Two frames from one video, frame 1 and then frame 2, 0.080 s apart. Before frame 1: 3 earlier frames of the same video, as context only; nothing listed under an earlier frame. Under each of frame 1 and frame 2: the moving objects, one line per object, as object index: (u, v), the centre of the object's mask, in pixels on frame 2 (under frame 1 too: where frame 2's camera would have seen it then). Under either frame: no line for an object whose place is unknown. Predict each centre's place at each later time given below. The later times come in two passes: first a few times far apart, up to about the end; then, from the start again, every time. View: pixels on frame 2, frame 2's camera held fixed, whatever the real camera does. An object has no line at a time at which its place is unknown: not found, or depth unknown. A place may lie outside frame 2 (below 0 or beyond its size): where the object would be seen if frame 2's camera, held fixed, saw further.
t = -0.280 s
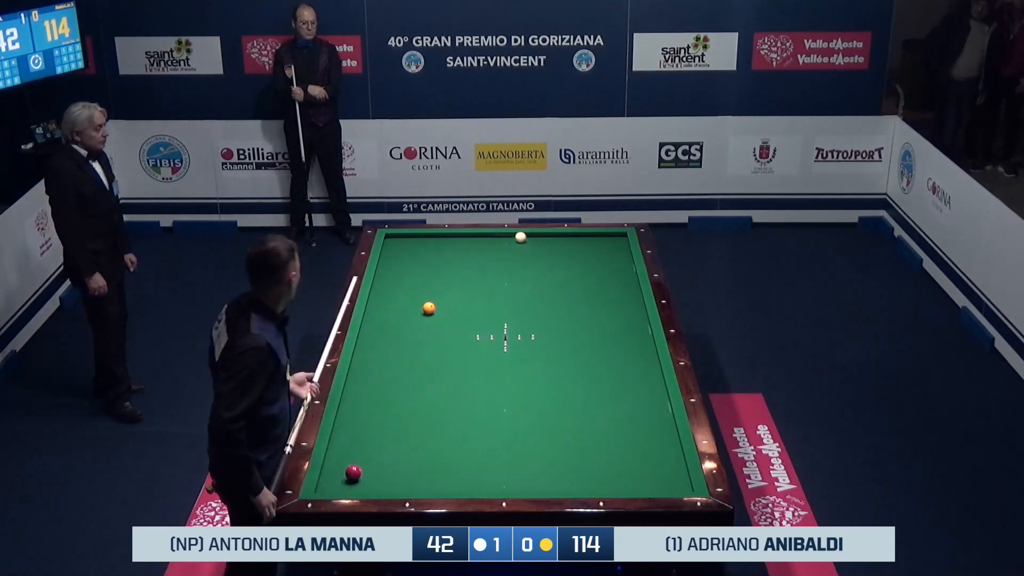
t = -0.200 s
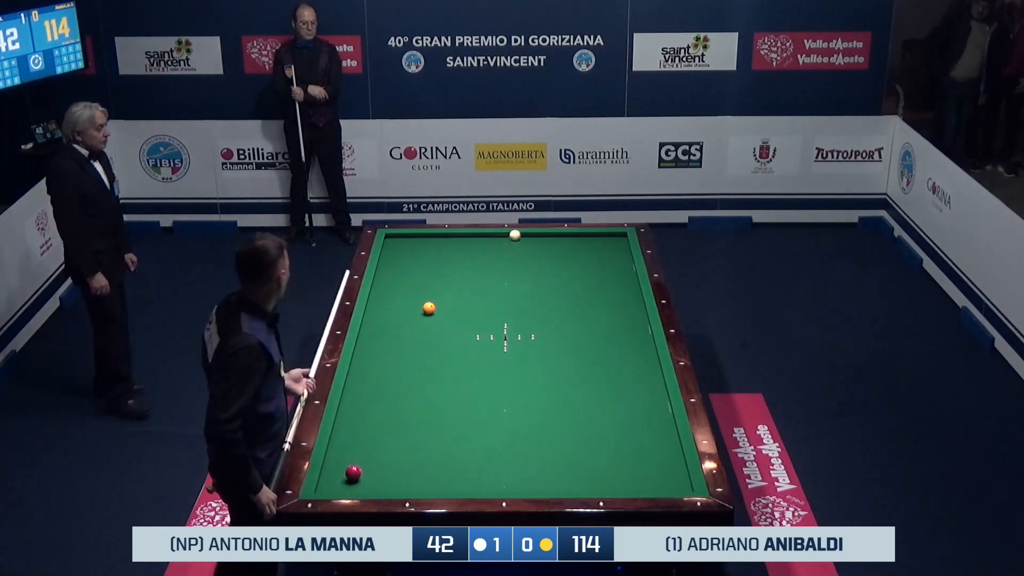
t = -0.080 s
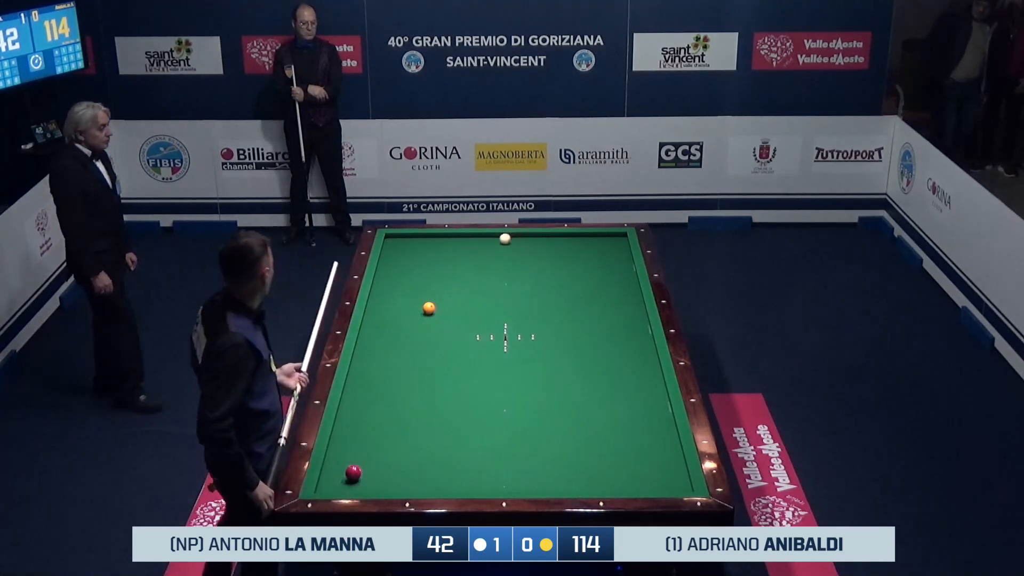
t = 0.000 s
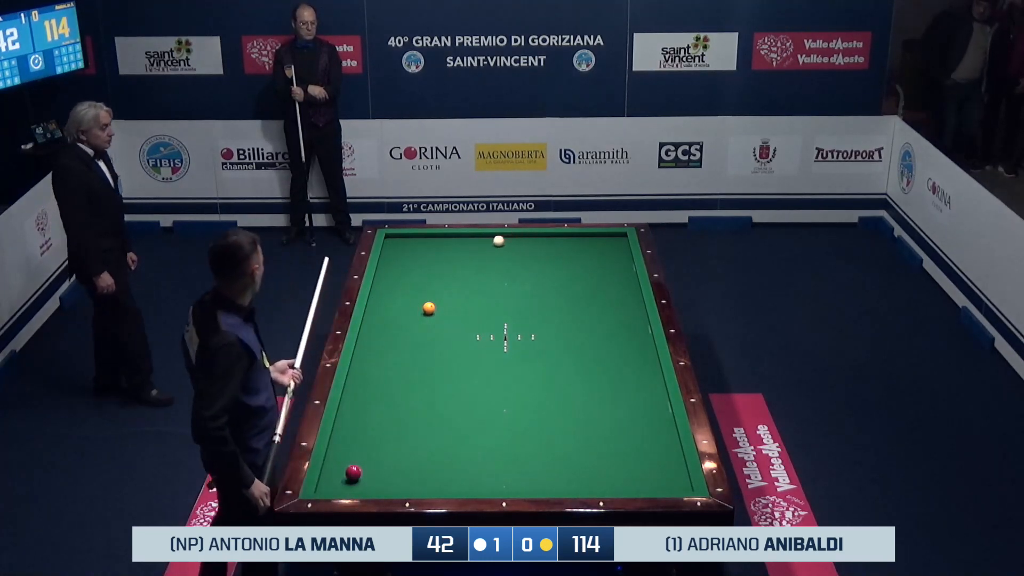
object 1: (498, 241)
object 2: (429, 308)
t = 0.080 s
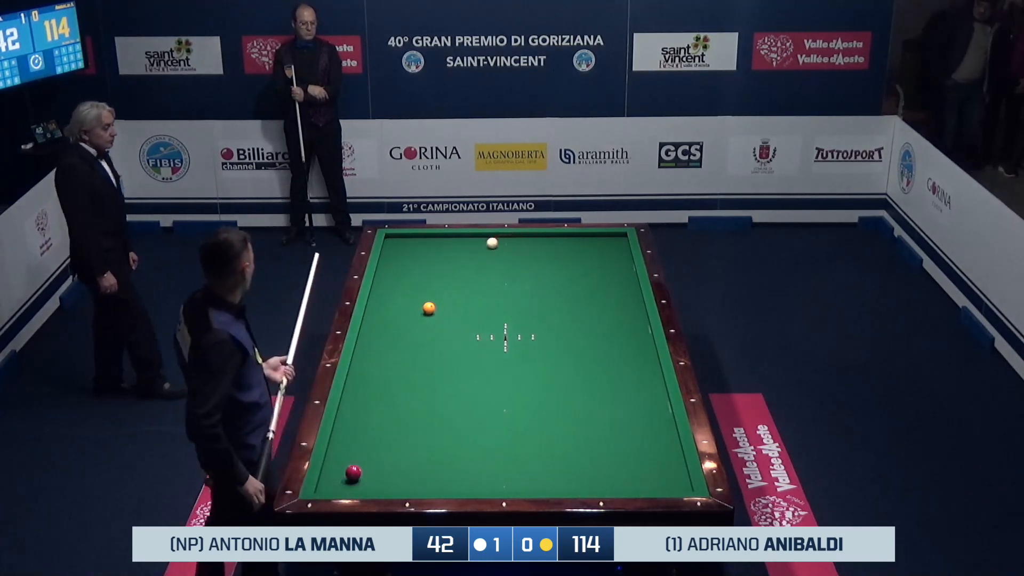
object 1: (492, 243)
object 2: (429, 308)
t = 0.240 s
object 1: (479, 247)
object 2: (429, 308)
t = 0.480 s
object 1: (459, 254)
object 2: (429, 308)
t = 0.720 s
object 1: (439, 260)
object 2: (429, 308)
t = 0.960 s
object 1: (419, 267)
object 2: (429, 308)
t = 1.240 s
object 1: (396, 275)
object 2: (429, 308)
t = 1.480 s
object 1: (379, 281)
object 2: (429, 308)
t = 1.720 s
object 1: (389, 288)
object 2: (429, 308)
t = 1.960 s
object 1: (398, 294)
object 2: (429, 308)
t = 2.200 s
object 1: (408, 300)
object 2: (429, 308)
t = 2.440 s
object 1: (417, 306)
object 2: (429, 308)
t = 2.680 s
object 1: (417, 310)
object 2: (437, 310)
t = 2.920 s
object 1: (416, 314)
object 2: (445, 312)
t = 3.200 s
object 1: (415, 318)
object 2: (454, 314)
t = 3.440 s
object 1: (414, 321)
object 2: (462, 315)
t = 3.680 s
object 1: (413, 324)
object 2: (469, 317)
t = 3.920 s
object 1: (412, 327)
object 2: (475, 319)
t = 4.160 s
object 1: (411, 330)
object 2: (481, 320)
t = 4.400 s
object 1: (410, 333)
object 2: (487, 321)
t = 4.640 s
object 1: (409, 335)
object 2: (493, 323)
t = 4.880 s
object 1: (409, 337)
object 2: (498, 324)
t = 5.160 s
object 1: (408, 339)
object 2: (503, 325)
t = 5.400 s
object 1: (408, 341)
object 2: (508, 326)
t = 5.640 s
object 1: (407, 343)
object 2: (511, 327)
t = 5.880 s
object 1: (407, 344)
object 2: (514, 328)
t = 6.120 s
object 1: (407, 345)
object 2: (517, 329)
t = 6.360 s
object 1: (406, 346)
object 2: (520, 329)
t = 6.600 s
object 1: (406, 347)
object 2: (522, 329)
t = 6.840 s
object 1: (406, 347)
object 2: (524, 330)
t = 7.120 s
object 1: (406, 347)
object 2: (526, 330)
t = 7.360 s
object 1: (406, 348)
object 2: (526, 331)
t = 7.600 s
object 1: (406, 347)
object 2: (526, 331)
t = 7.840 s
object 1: (406, 348)
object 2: (526, 331)
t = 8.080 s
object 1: (406, 347)
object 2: (526, 331)
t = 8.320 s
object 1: (406, 348)
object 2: (527, 331)
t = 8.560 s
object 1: (406, 347)
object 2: (527, 331)
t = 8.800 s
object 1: (406, 347)
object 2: (526, 331)
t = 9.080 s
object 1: (406, 347)
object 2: (527, 331)
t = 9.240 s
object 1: (406, 347)
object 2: (527, 331)
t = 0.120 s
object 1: (488, 244)
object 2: (429, 308)
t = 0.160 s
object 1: (485, 245)
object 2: (429, 308)
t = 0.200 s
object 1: (482, 246)
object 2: (429, 308)
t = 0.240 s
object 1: (479, 247)
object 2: (429, 308)
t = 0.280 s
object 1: (475, 248)
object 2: (429, 308)
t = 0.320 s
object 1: (472, 249)
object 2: (429, 308)
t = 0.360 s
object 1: (469, 250)
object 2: (429, 308)
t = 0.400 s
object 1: (466, 251)
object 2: (429, 308)
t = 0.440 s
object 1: (462, 252)
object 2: (429, 308)
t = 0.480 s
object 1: (459, 254)
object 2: (429, 308)
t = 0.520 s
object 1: (456, 255)
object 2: (429, 308)
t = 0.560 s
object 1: (452, 256)
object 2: (429, 308)
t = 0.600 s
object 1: (449, 257)
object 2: (429, 308)
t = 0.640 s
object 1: (446, 258)
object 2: (429, 308)
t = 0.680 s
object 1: (443, 259)
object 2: (429, 308)
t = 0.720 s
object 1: (439, 260)
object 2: (429, 308)
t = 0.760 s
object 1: (436, 261)
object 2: (429, 308)
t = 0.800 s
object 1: (432, 263)
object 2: (429, 308)
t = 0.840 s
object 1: (429, 264)
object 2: (429, 308)
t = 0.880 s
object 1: (426, 265)
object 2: (429, 308)
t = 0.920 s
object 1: (422, 266)
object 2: (429, 308)
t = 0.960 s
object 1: (419, 267)
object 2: (429, 308)
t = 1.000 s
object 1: (416, 268)
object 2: (429, 308)
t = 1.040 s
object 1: (412, 269)
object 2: (429, 308)
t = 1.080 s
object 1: (409, 270)
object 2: (429, 308)
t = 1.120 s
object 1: (406, 271)
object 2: (429, 308)
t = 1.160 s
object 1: (403, 272)
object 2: (429, 308)
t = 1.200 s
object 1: (399, 273)
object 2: (429, 308)
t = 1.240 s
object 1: (396, 275)
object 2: (429, 308)
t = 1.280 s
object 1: (392, 276)
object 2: (429, 308)
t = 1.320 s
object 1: (389, 277)
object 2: (429, 308)
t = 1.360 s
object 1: (386, 278)
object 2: (429, 308)
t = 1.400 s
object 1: (382, 279)
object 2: (429, 308)
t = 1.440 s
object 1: (379, 280)
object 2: (429, 308)
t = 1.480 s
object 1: (379, 281)
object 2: (429, 308)
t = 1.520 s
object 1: (381, 282)
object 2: (429, 308)
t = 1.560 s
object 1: (383, 283)
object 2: (429, 308)
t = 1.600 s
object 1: (384, 284)
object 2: (429, 308)
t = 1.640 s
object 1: (386, 285)
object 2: (429, 308)
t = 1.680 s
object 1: (387, 286)
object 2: (429, 308)
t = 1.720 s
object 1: (389, 288)
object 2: (429, 308)
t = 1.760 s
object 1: (390, 288)
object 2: (429, 308)
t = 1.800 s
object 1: (392, 289)
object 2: (429, 308)
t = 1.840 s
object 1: (393, 290)
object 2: (429, 308)
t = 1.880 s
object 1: (395, 292)
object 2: (429, 308)
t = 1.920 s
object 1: (397, 292)
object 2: (429, 308)
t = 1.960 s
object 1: (398, 294)
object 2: (429, 308)
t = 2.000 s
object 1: (400, 295)
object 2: (429, 308)
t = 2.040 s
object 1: (401, 296)
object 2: (429, 308)
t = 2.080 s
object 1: (403, 297)
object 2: (429, 308)
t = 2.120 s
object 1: (404, 298)
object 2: (429, 308)
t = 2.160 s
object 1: (406, 299)
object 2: (429, 308)
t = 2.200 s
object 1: (408, 300)
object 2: (429, 308)
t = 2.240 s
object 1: (409, 301)
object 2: (429, 308)
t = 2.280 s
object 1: (411, 302)
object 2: (429, 308)
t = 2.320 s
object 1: (412, 303)
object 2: (429, 308)
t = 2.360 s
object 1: (414, 304)
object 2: (429, 308)
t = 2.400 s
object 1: (415, 305)
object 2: (429, 308)
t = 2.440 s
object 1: (417, 306)
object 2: (429, 308)
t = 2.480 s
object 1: (417, 307)
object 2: (430, 308)
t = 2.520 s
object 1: (417, 308)
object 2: (432, 308)
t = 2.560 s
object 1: (417, 308)
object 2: (433, 309)
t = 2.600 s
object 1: (417, 309)
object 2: (434, 309)
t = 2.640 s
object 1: (417, 309)
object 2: (436, 310)
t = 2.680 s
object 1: (417, 310)
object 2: (437, 310)
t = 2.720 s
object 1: (417, 311)
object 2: (438, 310)
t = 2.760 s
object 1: (416, 311)
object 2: (440, 311)
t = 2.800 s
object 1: (416, 312)
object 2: (441, 311)
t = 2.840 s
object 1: (416, 312)
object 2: (443, 311)
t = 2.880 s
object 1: (416, 313)
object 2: (444, 312)
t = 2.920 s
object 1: (416, 314)
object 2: (445, 312)
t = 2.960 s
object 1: (416, 314)
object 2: (446, 312)
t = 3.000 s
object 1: (416, 315)
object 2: (448, 312)
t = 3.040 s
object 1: (415, 316)
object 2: (449, 313)
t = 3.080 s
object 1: (415, 316)
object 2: (450, 313)
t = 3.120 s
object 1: (415, 317)
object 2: (452, 313)
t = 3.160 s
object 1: (415, 317)
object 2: (453, 314)
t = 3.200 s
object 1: (415, 318)
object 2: (454, 314)
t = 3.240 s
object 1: (415, 318)
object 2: (455, 314)
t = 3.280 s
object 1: (415, 319)
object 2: (457, 314)
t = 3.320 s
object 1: (415, 319)
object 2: (458, 315)
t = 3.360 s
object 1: (414, 320)
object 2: (459, 315)
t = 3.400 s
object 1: (414, 321)
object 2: (460, 315)
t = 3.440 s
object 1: (414, 321)
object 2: (462, 315)
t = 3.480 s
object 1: (414, 322)
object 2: (463, 316)
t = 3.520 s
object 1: (414, 322)
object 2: (464, 316)
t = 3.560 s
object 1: (414, 323)
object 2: (465, 317)
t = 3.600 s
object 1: (413, 323)
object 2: (466, 317)
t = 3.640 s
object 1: (413, 324)
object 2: (467, 317)
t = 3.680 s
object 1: (413, 324)
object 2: (469, 317)
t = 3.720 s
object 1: (413, 325)
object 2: (470, 317)
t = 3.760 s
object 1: (413, 325)
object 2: (471, 318)
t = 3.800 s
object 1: (413, 326)
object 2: (472, 318)
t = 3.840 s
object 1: (413, 326)
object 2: (473, 318)
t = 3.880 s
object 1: (412, 327)
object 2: (474, 319)
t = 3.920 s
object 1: (412, 327)
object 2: (475, 319)
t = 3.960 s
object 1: (412, 328)
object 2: (477, 319)
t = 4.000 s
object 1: (412, 328)
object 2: (477, 319)
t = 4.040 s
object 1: (412, 329)
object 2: (478, 320)
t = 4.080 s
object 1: (411, 329)
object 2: (479, 320)
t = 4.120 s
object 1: (411, 329)
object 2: (480, 320)
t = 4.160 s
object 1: (411, 330)
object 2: (481, 320)
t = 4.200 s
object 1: (411, 331)
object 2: (483, 320)
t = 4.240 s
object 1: (411, 331)
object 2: (483, 320)
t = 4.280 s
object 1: (411, 331)
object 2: (484, 321)
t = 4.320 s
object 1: (410, 332)
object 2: (485, 321)
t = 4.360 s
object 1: (410, 332)
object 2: (486, 321)
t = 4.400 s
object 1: (410, 333)
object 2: (487, 321)
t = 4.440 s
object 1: (410, 333)
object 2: (488, 322)
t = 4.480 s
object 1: (410, 333)
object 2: (489, 322)
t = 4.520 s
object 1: (410, 334)
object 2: (490, 323)
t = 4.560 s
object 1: (410, 334)
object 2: (491, 322)
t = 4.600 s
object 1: (409, 334)
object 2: (492, 322)
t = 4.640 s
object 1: (409, 335)
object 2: (493, 323)
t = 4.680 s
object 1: (409, 335)
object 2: (494, 323)
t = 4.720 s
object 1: (409, 336)
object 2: (495, 323)
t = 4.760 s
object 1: (409, 336)
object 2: (496, 323)
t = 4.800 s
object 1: (409, 336)
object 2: (496, 324)
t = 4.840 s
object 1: (409, 337)
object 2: (497, 324)
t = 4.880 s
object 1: (409, 337)
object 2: (498, 324)
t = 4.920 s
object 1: (408, 337)
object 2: (498, 324)
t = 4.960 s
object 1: (408, 338)
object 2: (499, 324)
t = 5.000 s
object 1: (408, 338)
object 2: (500, 325)
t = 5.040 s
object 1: (408, 338)
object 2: (501, 325)
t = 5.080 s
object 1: (408, 339)
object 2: (501, 325)
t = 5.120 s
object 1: (408, 339)
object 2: (502, 325)
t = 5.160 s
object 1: (408, 339)
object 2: (503, 325)
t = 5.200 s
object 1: (408, 340)
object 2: (504, 325)
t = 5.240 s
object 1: (408, 340)
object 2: (505, 325)
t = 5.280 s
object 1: (407, 340)
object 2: (506, 325)
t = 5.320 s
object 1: (407, 341)
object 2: (506, 325)
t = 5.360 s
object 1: (407, 341)
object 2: (507, 326)
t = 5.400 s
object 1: (408, 341)
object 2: (508, 326)
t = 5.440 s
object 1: (407, 342)
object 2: (508, 326)
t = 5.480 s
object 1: (408, 342)
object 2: (509, 326)
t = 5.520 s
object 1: (407, 342)
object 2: (510, 326)
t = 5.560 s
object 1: (407, 342)
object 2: (510, 327)
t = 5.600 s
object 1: (407, 343)
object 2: (511, 327)
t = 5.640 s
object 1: (407, 343)
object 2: (511, 327)
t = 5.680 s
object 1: (407, 343)
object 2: (512, 327)
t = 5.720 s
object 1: (407, 343)
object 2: (513, 327)
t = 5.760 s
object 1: (407, 343)
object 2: (513, 328)
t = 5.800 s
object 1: (407, 344)
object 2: (514, 328)
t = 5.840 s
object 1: (407, 344)
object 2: (514, 328)
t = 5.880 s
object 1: (407, 344)
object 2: (514, 328)
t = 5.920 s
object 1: (407, 344)
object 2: (515, 328)
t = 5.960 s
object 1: (407, 344)
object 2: (515, 328)
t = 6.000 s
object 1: (407, 345)
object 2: (516, 328)
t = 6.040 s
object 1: (407, 345)
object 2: (516, 328)
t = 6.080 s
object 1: (407, 345)
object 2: (517, 329)
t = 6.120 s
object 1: (407, 345)
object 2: (517, 329)
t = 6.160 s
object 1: (406, 345)
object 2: (518, 329)
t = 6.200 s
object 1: (406, 346)
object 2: (519, 328)
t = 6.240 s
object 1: (406, 346)
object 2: (519, 329)
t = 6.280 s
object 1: (406, 346)
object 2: (519, 329)
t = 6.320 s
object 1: (406, 346)
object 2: (520, 329)
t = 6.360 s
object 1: (406, 346)
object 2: (520, 329)
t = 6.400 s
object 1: (406, 346)
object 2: (521, 329)
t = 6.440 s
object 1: (406, 346)
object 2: (521, 329)
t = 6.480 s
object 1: (406, 347)
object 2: (522, 329)
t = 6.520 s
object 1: (406, 347)
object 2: (522, 329)
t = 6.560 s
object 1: (406, 347)
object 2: (522, 329)
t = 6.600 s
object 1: (406, 347)
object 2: (522, 329)
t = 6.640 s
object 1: (406, 347)
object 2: (523, 329)
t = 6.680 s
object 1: (406, 347)
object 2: (523, 329)
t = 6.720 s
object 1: (406, 347)
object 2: (523, 330)
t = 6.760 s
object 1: (406, 347)
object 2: (524, 330)
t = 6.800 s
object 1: (406, 347)
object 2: (524, 330)
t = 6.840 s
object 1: (406, 347)
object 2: (524, 330)
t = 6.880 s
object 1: (406, 347)
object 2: (524, 330)
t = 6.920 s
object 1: (406, 347)
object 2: (525, 330)
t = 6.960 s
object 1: (406, 347)
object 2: (525, 330)
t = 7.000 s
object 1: (406, 347)
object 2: (525, 330)
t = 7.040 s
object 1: (406, 347)
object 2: (525, 331)
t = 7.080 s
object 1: (406, 347)
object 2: (526, 330)
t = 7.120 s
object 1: (406, 347)
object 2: (526, 330)
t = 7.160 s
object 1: (406, 347)
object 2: (526, 331)
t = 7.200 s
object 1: (406, 347)
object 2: (526, 330)
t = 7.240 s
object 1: (406, 347)
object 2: (526, 330)
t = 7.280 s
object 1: (406, 348)
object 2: (526, 330)
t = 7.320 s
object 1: (406, 348)
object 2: (526, 330)
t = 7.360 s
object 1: (406, 348)
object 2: (526, 331)
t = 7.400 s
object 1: (406, 348)
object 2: (526, 331)
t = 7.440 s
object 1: (406, 348)
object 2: (526, 331)
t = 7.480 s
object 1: (406, 348)
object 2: (527, 331)
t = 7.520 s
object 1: (406, 348)
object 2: (526, 331)
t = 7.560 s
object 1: (406, 347)
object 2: (526, 331)
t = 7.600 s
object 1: (406, 347)
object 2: (526, 331)
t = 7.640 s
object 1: (406, 348)
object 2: (526, 331)
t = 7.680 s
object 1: (406, 348)
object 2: (526, 331)
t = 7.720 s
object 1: (406, 347)
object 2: (526, 331)
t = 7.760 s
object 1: (406, 347)
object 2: (526, 331)
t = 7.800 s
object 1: (406, 348)
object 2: (526, 331)
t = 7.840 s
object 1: (406, 348)
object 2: (526, 331)
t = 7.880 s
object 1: (406, 348)
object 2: (526, 331)
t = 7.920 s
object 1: (406, 347)
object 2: (527, 331)
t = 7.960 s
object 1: (406, 348)
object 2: (527, 331)
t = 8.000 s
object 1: (406, 347)
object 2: (526, 331)
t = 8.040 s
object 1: (406, 348)
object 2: (527, 331)
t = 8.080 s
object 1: (406, 347)
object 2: (526, 331)
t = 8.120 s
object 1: (406, 347)
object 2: (527, 331)
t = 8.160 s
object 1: (406, 347)
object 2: (526, 331)
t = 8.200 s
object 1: (406, 347)
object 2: (527, 331)
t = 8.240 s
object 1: (406, 347)
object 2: (527, 331)
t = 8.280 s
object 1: (406, 347)
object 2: (527, 331)
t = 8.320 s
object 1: (406, 348)
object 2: (527, 331)
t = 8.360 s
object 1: (406, 347)
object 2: (526, 331)
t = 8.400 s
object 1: (406, 348)
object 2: (527, 331)
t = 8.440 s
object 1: (406, 347)
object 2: (526, 331)
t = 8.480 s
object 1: (406, 347)
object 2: (527, 331)
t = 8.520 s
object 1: (406, 347)
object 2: (526, 331)
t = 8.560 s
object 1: (406, 347)
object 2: (527, 331)
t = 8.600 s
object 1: (406, 347)
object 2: (527, 331)
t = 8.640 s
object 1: (406, 347)
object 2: (527, 331)
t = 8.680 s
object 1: (406, 347)
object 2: (527, 331)
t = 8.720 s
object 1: (406, 347)
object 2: (527, 331)
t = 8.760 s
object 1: (406, 347)
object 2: (527, 331)
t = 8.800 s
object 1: (406, 347)
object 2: (526, 331)
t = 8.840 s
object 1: (406, 347)
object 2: (527, 331)
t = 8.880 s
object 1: (406, 347)
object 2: (527, 331)
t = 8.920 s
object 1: (406, 347)
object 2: (527, 331)
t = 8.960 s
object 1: (406, 347)
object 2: (527, 331)
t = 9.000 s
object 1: (406, 347)
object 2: (527, 331)
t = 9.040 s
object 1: (406, 347)
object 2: (527, 331)
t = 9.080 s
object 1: (406, 347)
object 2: (527, 331)
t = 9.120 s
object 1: (406, 347)
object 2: (527, 331)
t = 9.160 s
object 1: (406, 347)
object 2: (527, 331)
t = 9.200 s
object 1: (406, 347)
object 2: (527, 331)
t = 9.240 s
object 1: (406, 347)
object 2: (527, 331)
